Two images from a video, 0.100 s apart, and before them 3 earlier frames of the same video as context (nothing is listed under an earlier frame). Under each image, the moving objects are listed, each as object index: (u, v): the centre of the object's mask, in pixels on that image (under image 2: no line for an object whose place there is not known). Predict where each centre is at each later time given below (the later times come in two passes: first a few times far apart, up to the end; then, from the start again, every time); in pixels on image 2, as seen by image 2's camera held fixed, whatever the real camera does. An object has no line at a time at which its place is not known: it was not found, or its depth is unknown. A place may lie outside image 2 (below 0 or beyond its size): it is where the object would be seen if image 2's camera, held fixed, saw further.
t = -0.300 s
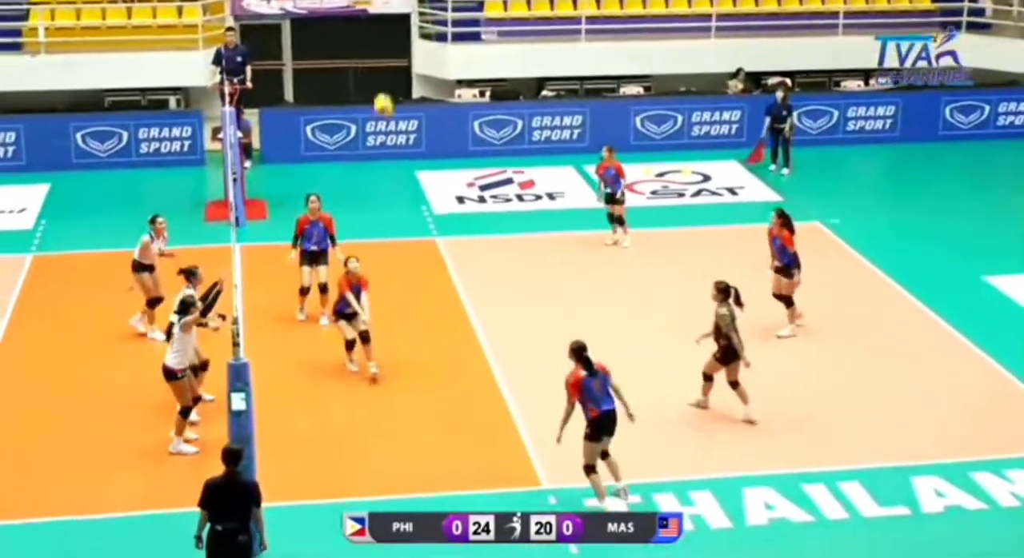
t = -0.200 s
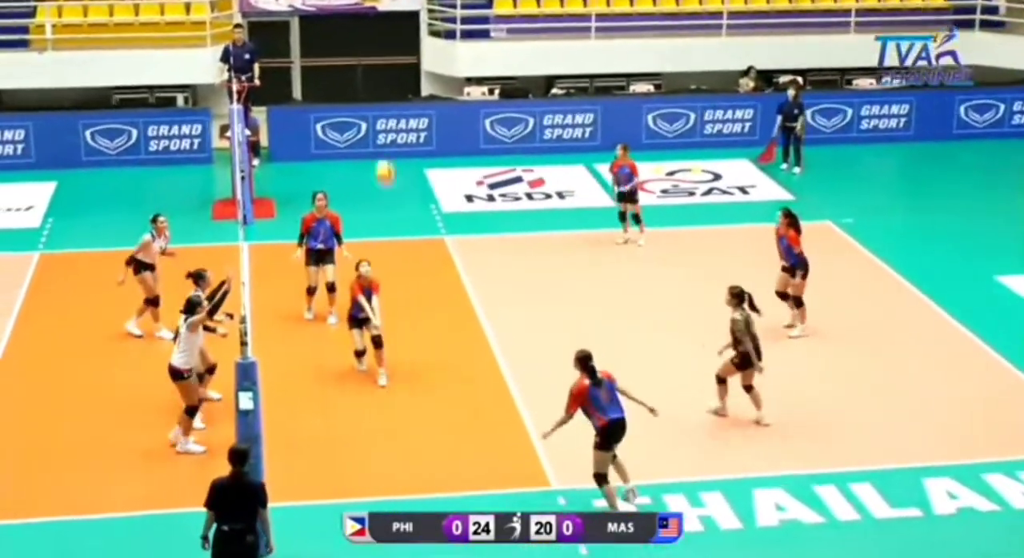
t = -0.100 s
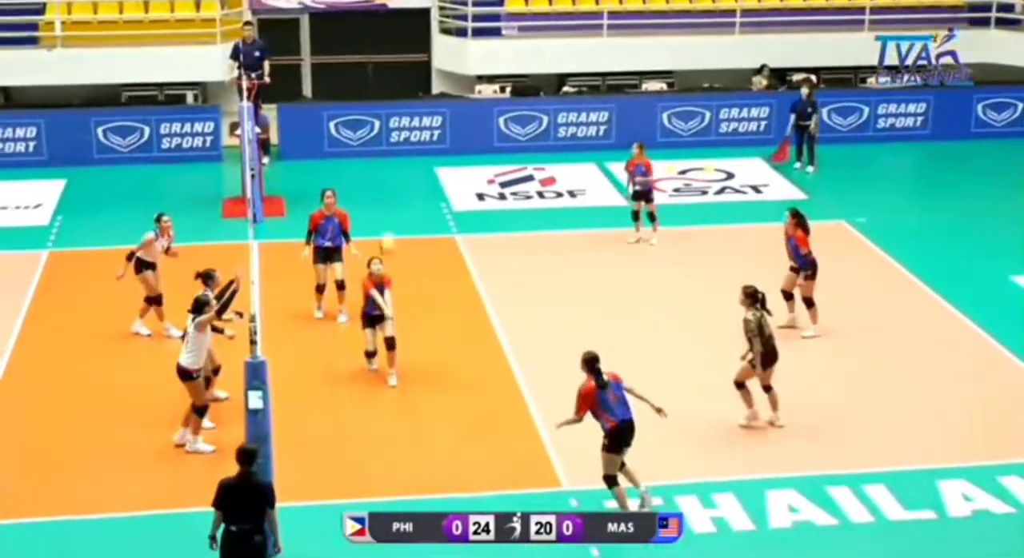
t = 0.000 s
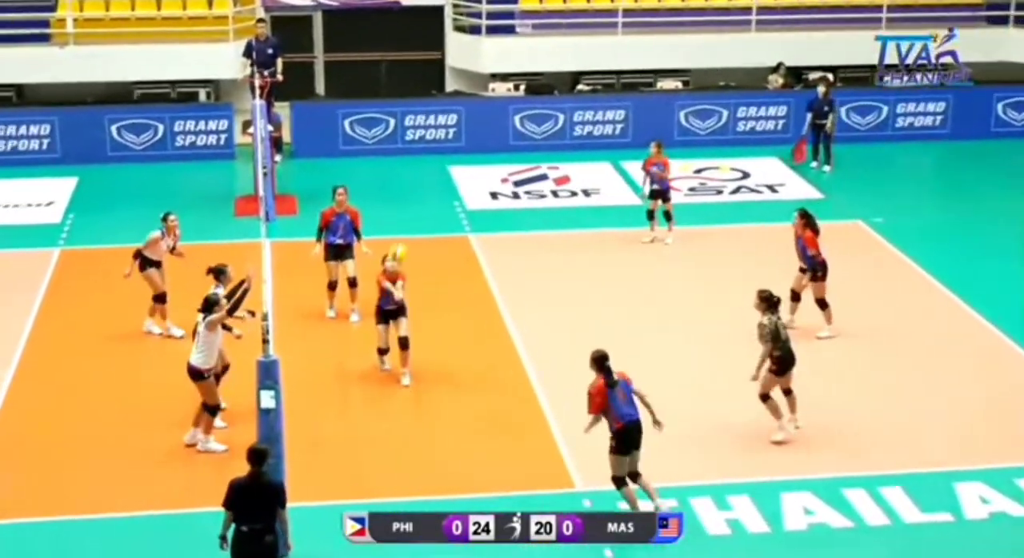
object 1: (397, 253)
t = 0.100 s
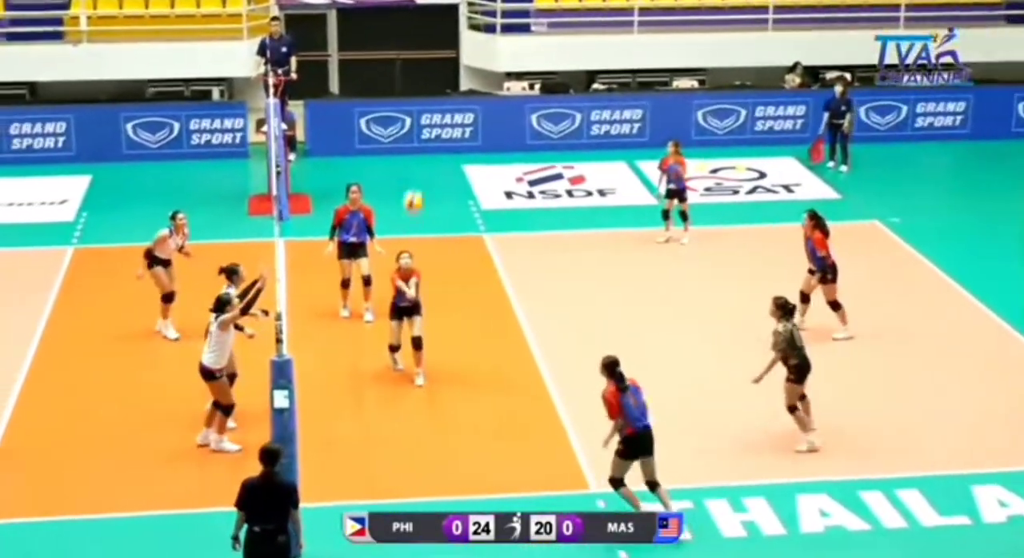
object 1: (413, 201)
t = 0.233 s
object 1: (417, 130)
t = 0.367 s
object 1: (420, 73)
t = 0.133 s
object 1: (414, 182)
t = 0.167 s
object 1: (415, 164)
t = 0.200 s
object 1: (415, 147)
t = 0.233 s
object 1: (417, 130)
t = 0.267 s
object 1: (417, 113)
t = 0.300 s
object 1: (417, 99)
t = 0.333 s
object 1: (419, 85)
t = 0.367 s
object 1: (420, 73)
